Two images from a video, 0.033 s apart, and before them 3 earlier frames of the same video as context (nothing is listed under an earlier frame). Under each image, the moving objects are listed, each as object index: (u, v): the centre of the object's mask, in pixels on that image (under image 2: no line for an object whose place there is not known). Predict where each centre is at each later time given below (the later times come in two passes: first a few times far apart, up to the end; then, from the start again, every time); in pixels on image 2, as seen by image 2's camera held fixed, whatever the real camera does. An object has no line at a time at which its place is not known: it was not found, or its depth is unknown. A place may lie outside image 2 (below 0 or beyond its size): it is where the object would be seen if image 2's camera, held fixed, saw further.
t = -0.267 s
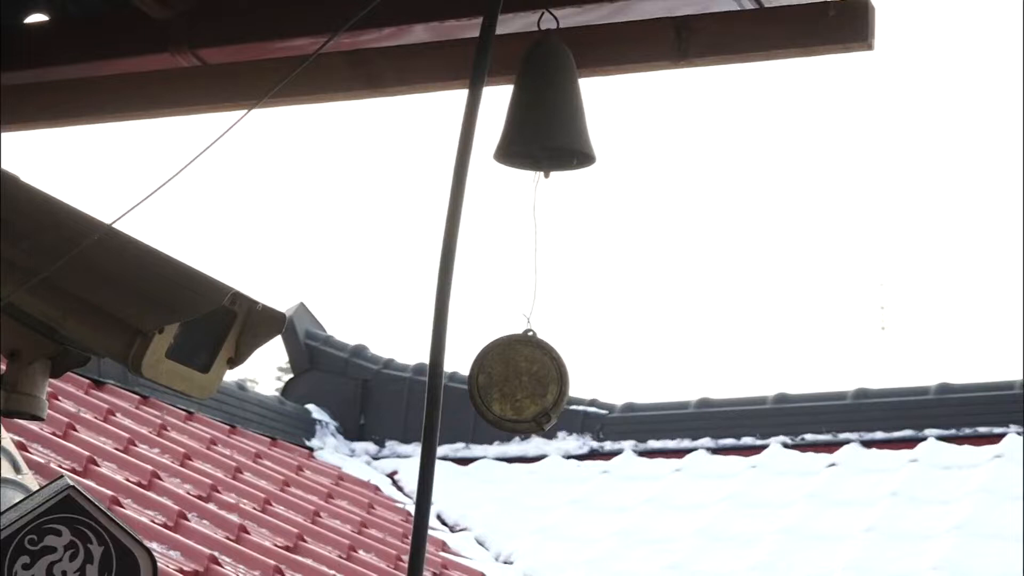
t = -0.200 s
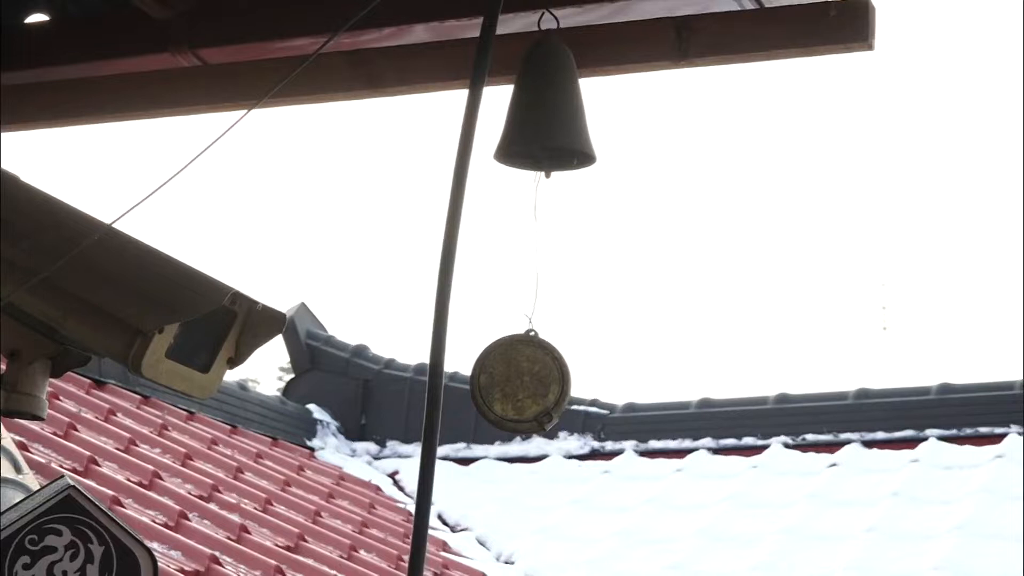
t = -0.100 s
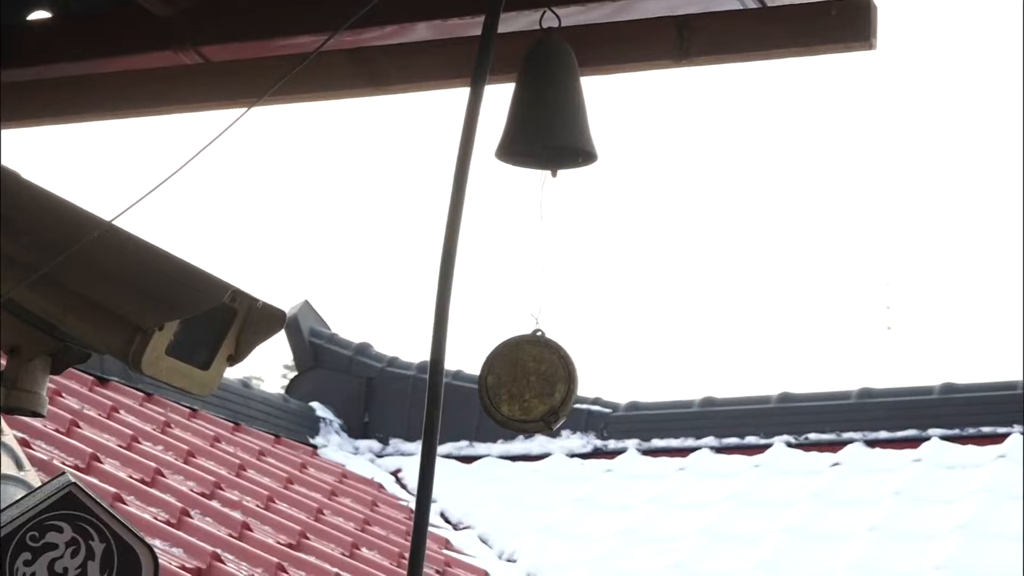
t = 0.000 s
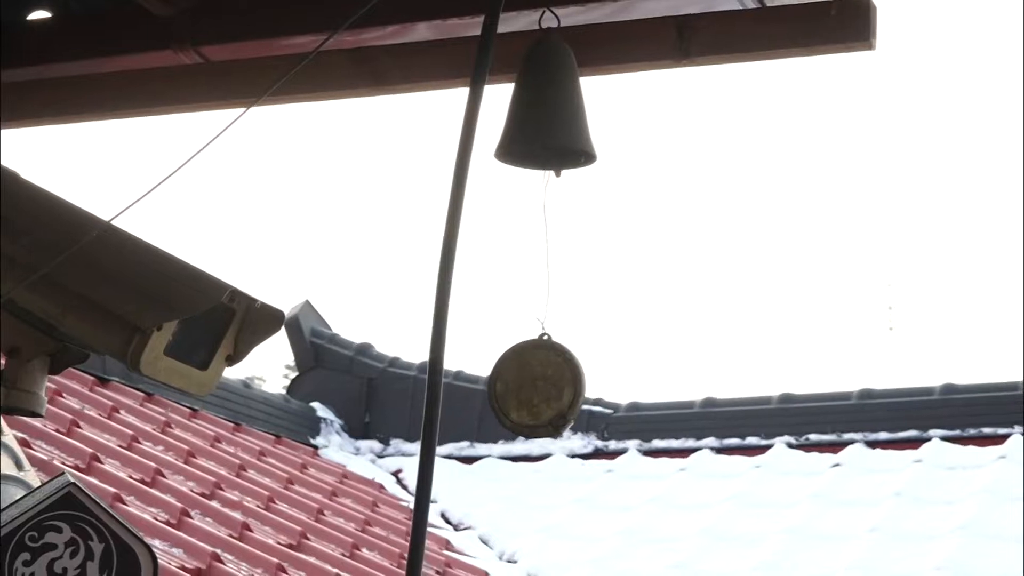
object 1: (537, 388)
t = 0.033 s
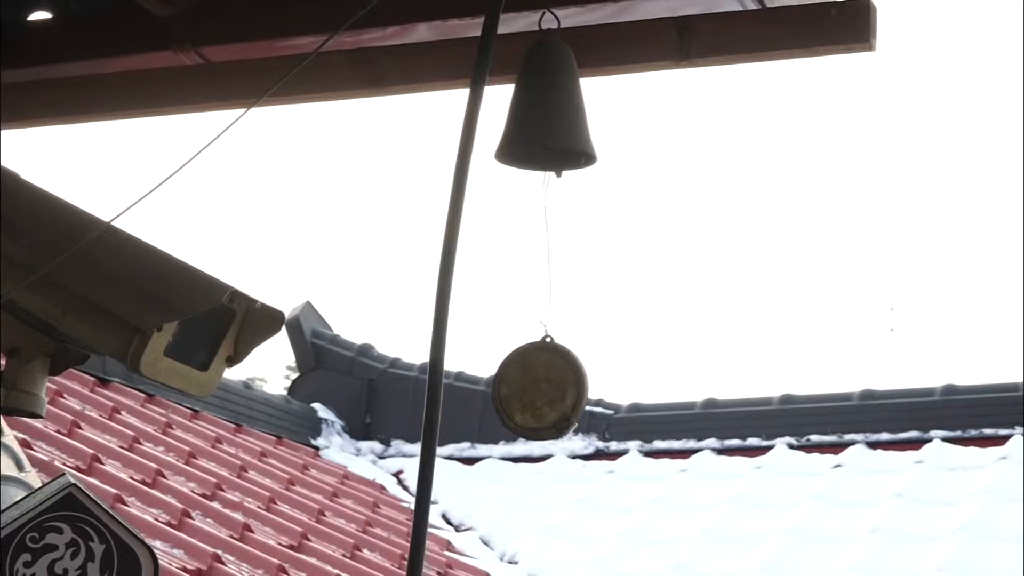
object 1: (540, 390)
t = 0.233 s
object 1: (549, 395)
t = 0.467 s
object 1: (532, 395)
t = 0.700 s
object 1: (516, 389)
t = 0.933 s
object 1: (525, 386)
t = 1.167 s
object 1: (544, 393)
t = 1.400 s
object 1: (544, 396)
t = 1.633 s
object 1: (529, 394)
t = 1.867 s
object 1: (523, 390)
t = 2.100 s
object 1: (538, 390)
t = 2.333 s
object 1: (551, 394)
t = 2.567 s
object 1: (543, 396)
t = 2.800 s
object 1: (527, 393)
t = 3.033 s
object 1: (529, 389)
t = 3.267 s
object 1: (544, 390)
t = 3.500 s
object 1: (547, 395)
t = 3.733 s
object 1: (539, 395)
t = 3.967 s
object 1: (531, 391)
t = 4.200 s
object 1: (534, 389)
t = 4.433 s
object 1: (543, 392)
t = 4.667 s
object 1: (544, 395)
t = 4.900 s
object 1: (536, 395)
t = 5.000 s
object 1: (534, 393)
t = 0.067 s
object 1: (543, 391)
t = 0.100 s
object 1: (545, 392)
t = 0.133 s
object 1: (547, 393)
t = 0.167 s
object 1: (548, 394)
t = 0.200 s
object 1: (549, 395)
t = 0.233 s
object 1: (549, 395)
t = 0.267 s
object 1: (548, 396)
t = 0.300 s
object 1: (546, 396)
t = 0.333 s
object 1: (544, 396)
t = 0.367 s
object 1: (541, 396)
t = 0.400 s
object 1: (538, 395)
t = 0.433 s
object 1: (535, 395)
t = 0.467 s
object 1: (532, 395)
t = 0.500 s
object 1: (529, 394)
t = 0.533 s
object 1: (526, 393)
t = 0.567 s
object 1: (523, 393)
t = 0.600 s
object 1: (520, 392)
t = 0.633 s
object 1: (518, 391)
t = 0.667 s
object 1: (517, 390)
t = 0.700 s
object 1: (516, 389)
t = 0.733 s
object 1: (515, 388)
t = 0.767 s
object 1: (516, 387)
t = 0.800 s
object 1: (516, 386)
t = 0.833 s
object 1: (517, 386)
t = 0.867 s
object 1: (519, 386)
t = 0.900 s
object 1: (522, 386)
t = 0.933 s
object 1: (525, 386)
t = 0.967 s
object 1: (528, 387)
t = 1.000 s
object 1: (531, 387)
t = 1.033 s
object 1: (534, 388)
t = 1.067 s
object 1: (537, 390)
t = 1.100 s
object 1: (539, 391)
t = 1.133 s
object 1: (542, 392)
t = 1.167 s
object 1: (544, 393)
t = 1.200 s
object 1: (545, 394)
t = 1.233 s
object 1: (546, 394)
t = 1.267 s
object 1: (546, 395)
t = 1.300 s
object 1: (546, 395)
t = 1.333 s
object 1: (546, 396)
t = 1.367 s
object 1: (545, 396)
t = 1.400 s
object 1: (544, 396)
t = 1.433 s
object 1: (542, 396)
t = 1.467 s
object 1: (540, 396)
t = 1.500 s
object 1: (538, 396)
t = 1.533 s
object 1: (535, 396)
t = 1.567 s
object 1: (533, 396)
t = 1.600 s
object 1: (531, 395)
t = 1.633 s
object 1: (529, 394)
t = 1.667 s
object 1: (527, 394)
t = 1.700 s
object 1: (525, 393)
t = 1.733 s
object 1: (524, 392)
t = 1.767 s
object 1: (523, 391)
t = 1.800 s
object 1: (523, 391)
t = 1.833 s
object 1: (523, 390)
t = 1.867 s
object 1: (523, 390)
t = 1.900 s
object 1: (524, 389)
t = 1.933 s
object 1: (526, 389)
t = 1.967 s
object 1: (528, 389)
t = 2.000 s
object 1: (530, 389)
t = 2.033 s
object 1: (532, 389)
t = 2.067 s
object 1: (535, 390)
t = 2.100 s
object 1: (538, 390)
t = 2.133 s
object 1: (540, 391)
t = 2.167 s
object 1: (543, 391)
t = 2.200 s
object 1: (545, 392)
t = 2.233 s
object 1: (547, 393)
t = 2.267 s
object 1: (549, 393)
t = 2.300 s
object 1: (551, 394)
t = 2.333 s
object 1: (551, 394)
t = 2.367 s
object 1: (552, 395)
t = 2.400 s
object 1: (551, 395)
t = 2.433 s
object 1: (550, 396)
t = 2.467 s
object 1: (549, 396)
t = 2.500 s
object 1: (547, 396)
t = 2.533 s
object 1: (545, 396)
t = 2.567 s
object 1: (543, 396)
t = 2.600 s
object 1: (540, 396)
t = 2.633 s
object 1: (537, 396)
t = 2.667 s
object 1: (535, 395)
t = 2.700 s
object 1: (532, 395)
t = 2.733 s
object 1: (530, 395)
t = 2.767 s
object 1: (528, 394)
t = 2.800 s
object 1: (527, 393)
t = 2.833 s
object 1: (526, 392)
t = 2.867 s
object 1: (525, 392)
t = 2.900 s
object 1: (525, 391)
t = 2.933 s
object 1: (526, 390)
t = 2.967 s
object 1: (526, 390)
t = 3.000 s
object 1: (528, 389)
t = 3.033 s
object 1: (529, 389)
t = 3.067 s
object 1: (531, 388)
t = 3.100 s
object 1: (534, 388)
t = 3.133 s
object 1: (536, 388)
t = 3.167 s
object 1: (538, 388)
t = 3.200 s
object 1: (540, 389)
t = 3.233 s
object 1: (542, 390)
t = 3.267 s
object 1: (544, 390)
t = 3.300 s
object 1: (545, 391)
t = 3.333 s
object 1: (547, 392)
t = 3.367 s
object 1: (547, 393)
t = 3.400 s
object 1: (548, 394)
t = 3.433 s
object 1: (548, 394)
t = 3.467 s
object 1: (547, 395)
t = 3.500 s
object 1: (547, 395)
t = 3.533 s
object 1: (546, 395)
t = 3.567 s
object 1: (545, 396)
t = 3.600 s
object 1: (544, 396)
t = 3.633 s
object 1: (543, 396)
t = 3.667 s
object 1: (542, 396)
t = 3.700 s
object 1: (541, 396)
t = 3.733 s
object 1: (539, 395)
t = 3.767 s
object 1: (538, 395)
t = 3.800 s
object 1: (536, 395)
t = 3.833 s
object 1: (535, 394)
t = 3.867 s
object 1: (534, 393)
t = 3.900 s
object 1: (533, 393)
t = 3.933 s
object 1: (532, 392)
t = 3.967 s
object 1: (531, 391)
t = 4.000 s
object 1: (531, 391)
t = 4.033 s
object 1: (531, 390)
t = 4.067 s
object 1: (531, 390)
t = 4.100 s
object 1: (532, 389)
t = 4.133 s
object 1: (532, 389)
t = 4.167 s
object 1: (533, 389)
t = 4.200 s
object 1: (534, 389)
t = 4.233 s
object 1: (535, 389)
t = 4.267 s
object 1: (536, 389)
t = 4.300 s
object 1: (538, 389)
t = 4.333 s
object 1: (539, 390)
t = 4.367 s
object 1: (540, 390)
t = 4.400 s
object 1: (542, 391)
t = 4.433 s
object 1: (543, 392)
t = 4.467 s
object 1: (544, 393)
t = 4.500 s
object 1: (545, 393)
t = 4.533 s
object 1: (545, 394)
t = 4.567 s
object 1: (545, 394)
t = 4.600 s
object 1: (545, 395)
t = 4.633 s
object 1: (544, 395)
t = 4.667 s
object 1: (544, 395)
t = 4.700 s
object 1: (543, 396)
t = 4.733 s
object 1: (542, 395)
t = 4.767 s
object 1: (541, 395)
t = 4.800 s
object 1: (539, 395)
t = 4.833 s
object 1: (538, 395)
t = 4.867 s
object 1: (537, 395)
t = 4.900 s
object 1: (536, 395)
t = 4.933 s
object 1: (535, 395)
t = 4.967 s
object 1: (534, 394)
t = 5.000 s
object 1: (534, 393)
